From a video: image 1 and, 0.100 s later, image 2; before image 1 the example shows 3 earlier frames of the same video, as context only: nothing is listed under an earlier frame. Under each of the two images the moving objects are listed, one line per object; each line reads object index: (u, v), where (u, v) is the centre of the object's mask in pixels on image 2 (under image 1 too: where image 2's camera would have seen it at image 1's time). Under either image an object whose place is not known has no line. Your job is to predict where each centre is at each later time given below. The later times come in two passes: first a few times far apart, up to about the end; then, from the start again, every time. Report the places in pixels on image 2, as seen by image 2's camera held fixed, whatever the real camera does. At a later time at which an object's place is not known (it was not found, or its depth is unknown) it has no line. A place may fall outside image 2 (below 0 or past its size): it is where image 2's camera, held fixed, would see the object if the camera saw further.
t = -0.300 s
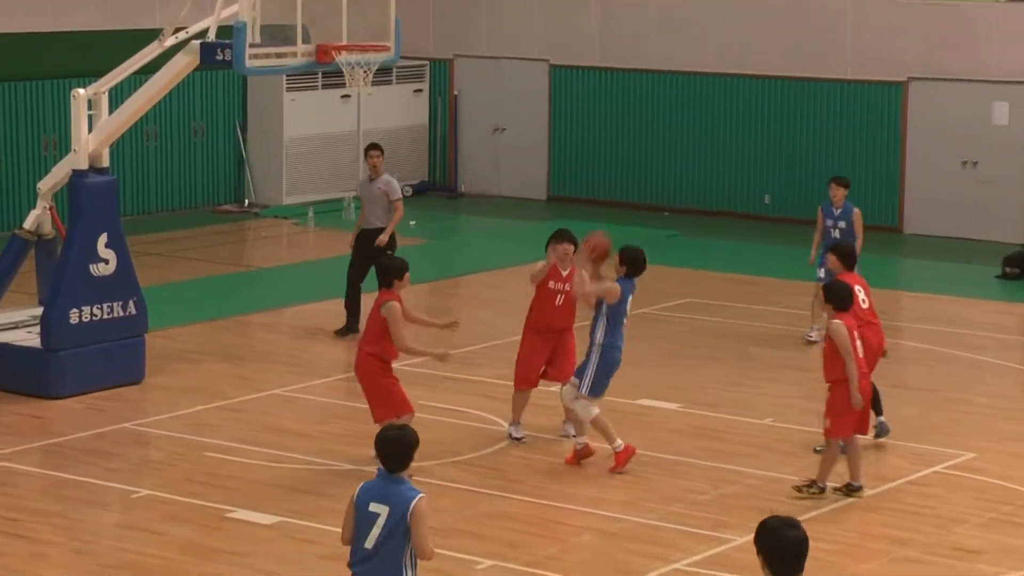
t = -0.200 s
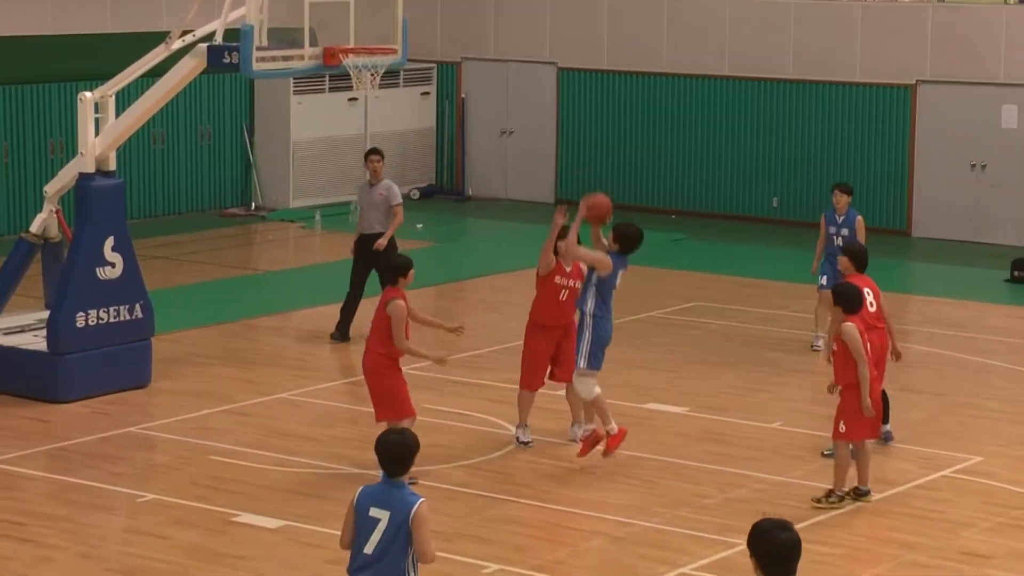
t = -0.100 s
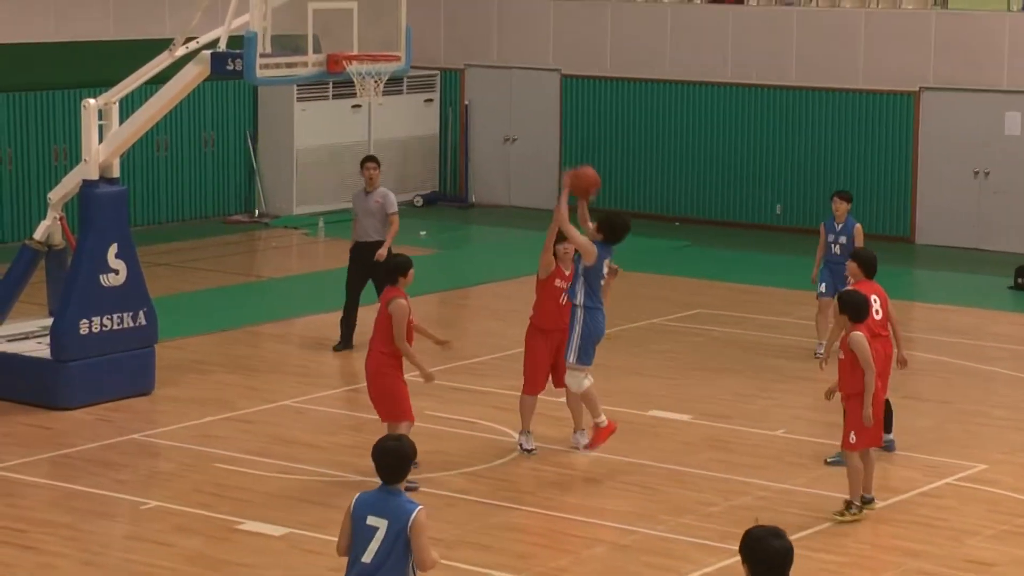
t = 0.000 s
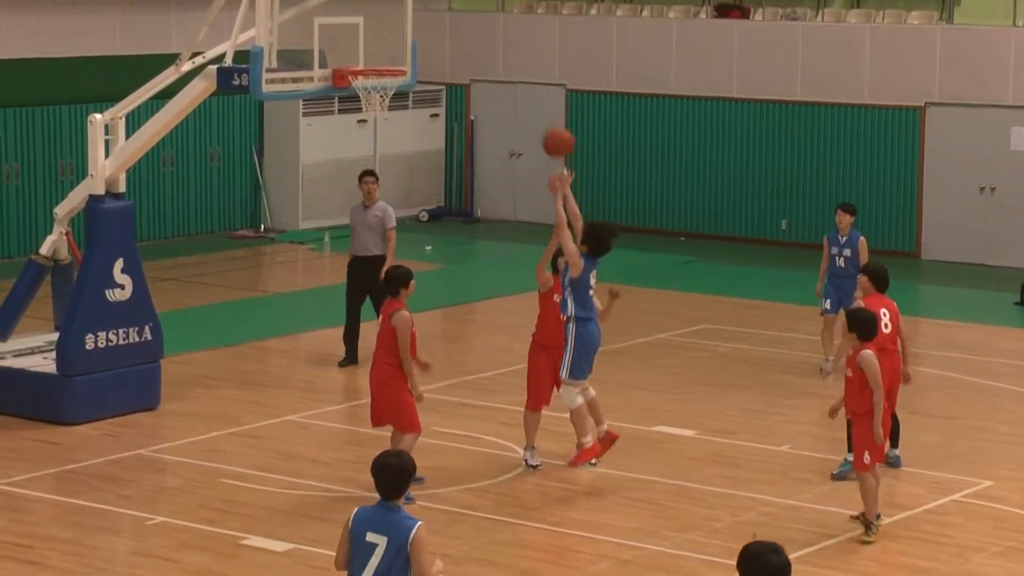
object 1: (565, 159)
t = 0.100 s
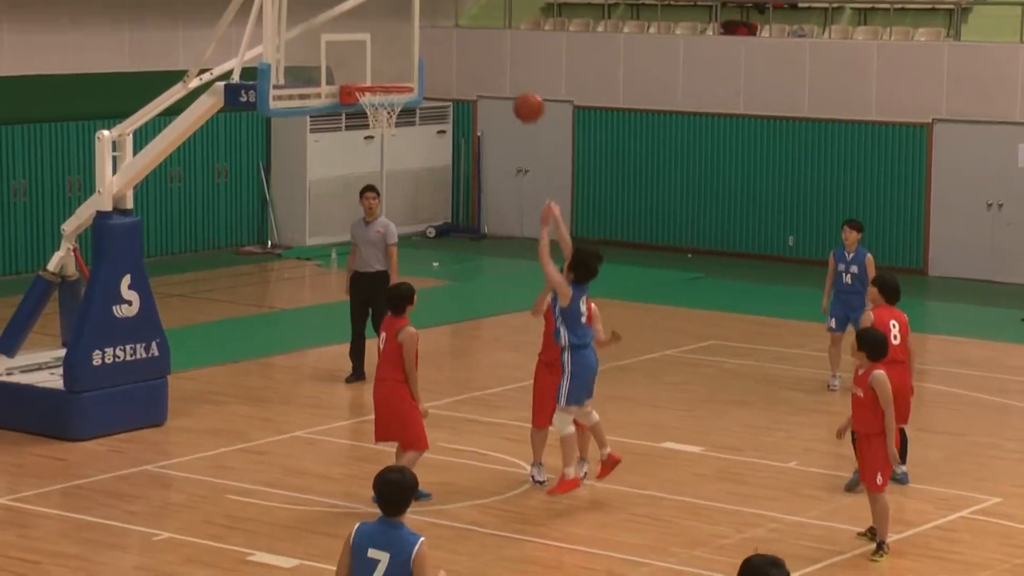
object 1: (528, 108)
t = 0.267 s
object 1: (469, 54)
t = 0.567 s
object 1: (368, 47)
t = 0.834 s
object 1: (400, 108)
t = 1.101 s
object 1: (384, 127)
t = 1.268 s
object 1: (369, 180)
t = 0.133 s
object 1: (516, 93)
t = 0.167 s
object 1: (503, 83)
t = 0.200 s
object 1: (491, 72)
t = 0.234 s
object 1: (480, 63)
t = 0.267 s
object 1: (469, 54)
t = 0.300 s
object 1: (457, 50)
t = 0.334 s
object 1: (446, 43)
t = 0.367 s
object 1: (434, 39)
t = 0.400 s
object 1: (423, 36)
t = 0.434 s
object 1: (412, 36)
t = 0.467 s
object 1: (401, 37)
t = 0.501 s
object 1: (389, 40)
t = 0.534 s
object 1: (379, 43)
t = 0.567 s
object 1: (368, 47)
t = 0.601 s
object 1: (358, 53)
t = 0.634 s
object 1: (365, 61)
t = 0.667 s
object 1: (372, 68)
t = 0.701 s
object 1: (379, 78)
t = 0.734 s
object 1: (386, 86)
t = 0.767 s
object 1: (394, 106)
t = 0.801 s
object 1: (399, 108)
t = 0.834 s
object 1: (400, 108)
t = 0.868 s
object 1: (400, 108)
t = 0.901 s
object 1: (399, 108)
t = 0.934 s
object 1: (396, 110)
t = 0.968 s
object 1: (395, 113)
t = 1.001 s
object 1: (392, 116)
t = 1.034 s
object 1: (389, 120)
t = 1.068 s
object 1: (386, 123)
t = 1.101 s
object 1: (384, 127)
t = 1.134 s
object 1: (380, 138)
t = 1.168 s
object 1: (377, 146)
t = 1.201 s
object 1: (375, 155)
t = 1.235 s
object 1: (372, 167)
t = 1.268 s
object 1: (369, 180)
